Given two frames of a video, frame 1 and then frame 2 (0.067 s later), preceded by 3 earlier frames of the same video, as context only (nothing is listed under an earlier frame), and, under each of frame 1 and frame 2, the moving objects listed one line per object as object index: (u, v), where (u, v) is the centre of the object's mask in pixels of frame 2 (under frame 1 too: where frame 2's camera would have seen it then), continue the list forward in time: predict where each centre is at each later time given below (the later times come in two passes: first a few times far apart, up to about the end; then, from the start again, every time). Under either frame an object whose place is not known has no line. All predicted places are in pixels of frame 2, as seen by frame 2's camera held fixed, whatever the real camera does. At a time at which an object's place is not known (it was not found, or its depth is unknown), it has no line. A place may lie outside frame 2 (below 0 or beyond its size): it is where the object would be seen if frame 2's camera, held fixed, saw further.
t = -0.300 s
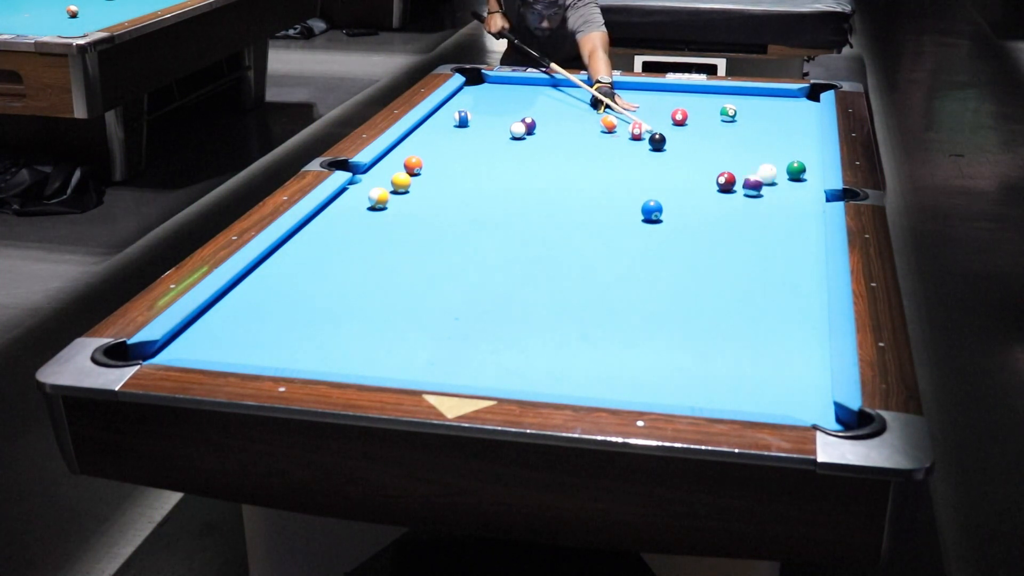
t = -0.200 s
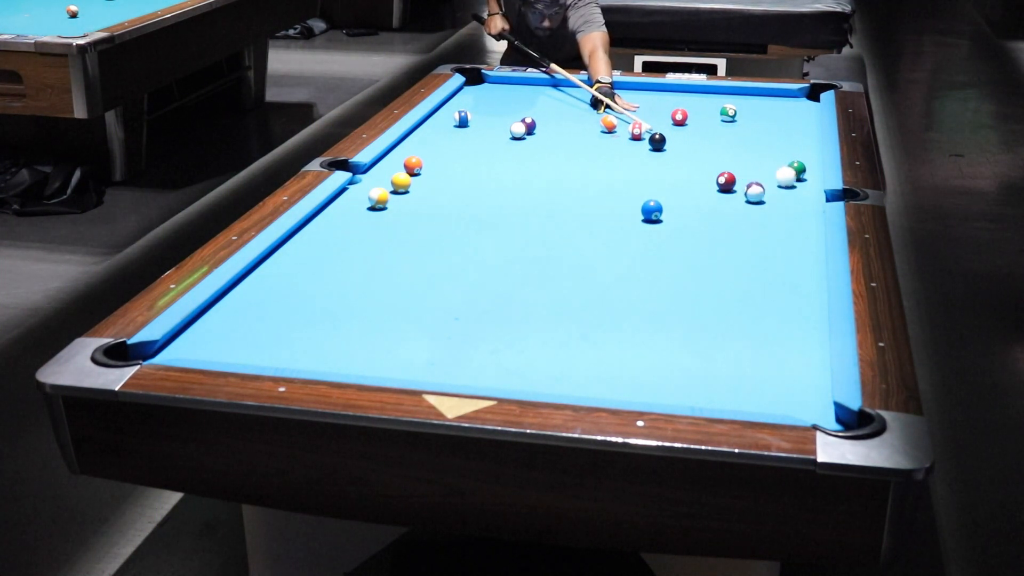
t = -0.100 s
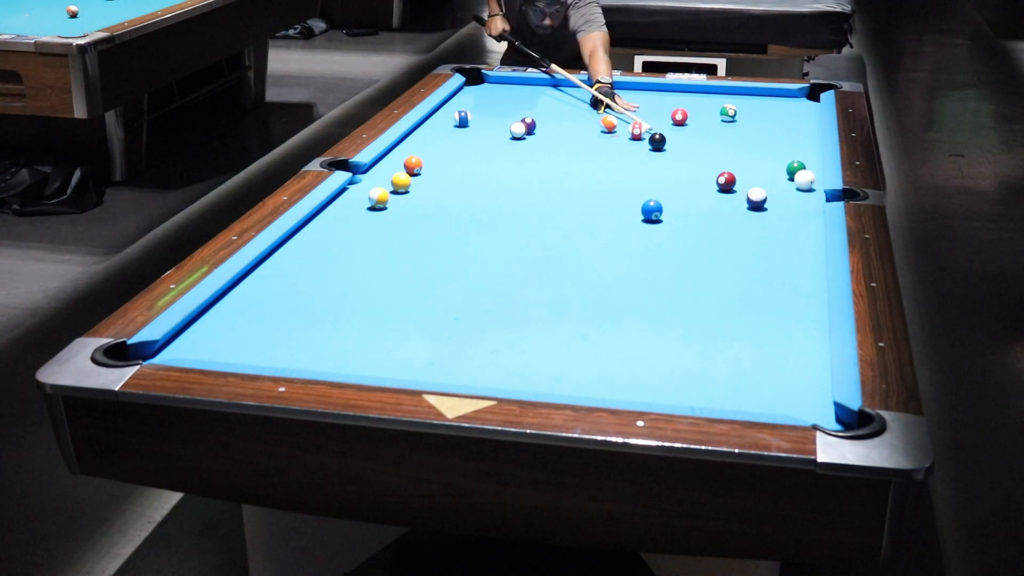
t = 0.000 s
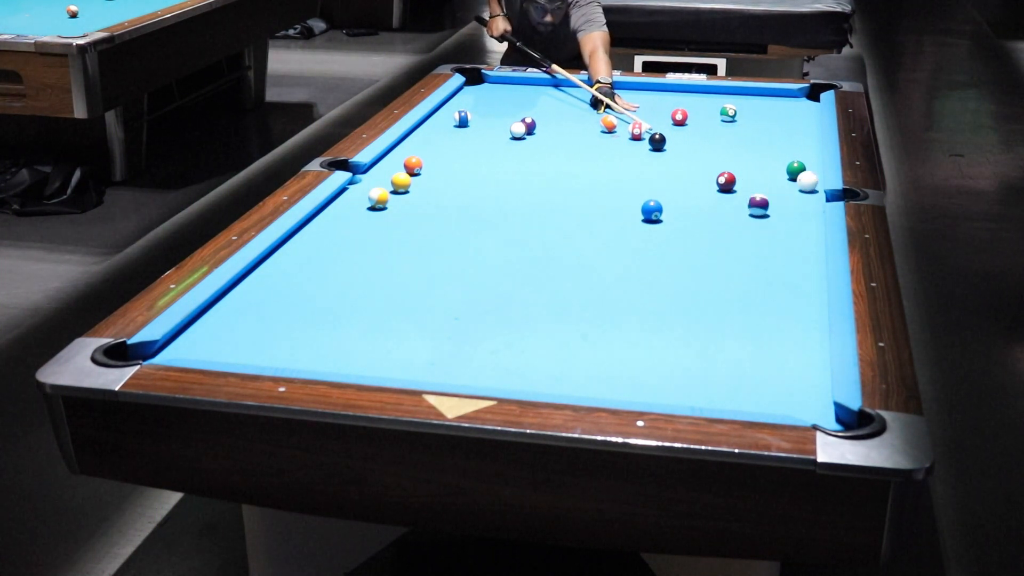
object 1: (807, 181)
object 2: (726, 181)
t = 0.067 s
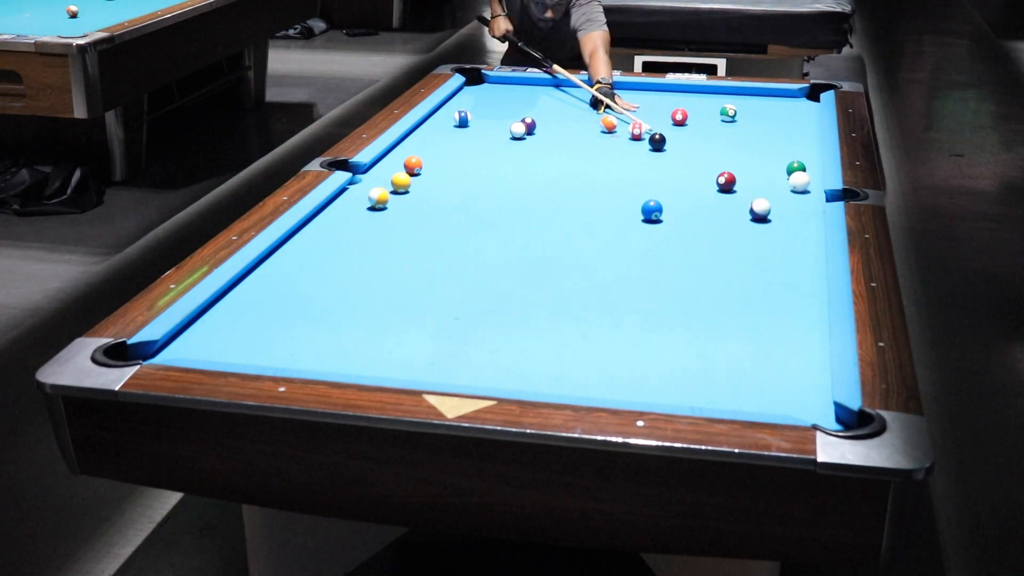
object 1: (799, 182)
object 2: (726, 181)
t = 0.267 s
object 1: (776, 182)
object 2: (726, 181)
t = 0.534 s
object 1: (747, 182)
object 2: (725, 181)
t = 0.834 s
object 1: (740, 184)
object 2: (706, 181)
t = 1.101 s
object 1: (736, 185)
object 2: (692, 180)
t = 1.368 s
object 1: (734, 186)
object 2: (680, 180)
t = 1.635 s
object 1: (734, 186)
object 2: (671, 179)
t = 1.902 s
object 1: (735, 186)
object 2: (663, 179)
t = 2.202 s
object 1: (735, 186)
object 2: (657, 178)
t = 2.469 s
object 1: (735, 186)
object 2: (654, 178)
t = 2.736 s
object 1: (735, 186)
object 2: (653, 178)
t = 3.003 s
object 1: (735, 186)
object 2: (653, 178)
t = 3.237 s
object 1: (735, 186)
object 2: (653, 178)
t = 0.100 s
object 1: (795, 182)
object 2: (726, 181)
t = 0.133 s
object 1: (791, 181)
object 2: (726, 181)
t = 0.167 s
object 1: (787, 182)
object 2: (726, 181)
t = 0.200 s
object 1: (783, 182)
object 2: (726, 181)
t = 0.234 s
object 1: (779, 182)
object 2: (726, 181)
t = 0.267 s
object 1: (776, 182)
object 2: (726, 181)
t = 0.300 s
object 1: (772, 182)
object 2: (726, 181)
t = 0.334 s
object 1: (768, 182)
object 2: (726, 181)
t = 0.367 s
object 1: (764, 182)
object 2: (726, 181)
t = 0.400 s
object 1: (761, 182)
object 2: (726, 181)
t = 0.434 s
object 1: (757, 182)
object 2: (726, 181)
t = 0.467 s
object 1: (753, 182)
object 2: (726, 181)
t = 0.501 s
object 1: (750, 182)
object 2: (726, 181)
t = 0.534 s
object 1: (747, 182)
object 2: (725, 181)
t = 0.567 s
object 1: (746, 182)
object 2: (722, 181)
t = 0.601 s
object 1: (745, 183)
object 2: (720, 181)
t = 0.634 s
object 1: (745, 183)
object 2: (718, 181)
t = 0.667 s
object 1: (744, 183)
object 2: (716, 181)
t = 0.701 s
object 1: (743, 183)
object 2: (714, 181)
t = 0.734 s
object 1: (742, 183)
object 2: (712, 181)
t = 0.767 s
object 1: (742, 184)
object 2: (710, 181)
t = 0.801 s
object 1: (741, 184)
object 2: (708, 181)
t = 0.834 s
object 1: (740, 184)
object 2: (706, 181)
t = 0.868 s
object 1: (740, 184)
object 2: (704, 180)
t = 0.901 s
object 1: (739, 184)
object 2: (703, 180)
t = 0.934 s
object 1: (739, 184)
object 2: (701, 180)
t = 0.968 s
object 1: (738, 185)
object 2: (699, 180)
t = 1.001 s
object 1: (738, 185)
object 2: (697, 180)
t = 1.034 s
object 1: (737, 185)
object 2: (695, 180)
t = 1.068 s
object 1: (737, 185)
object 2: (694, 180)
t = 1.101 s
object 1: (736, 185)
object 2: (692, 180)
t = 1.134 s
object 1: (736, 185)
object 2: (691, 180)
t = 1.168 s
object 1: (736, 185)
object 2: (689, 180)
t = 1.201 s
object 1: (735, 185)
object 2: (688, 180)
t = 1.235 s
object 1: (735, 186)
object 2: (686, 180)
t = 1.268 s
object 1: (735, 186)
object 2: (685, 180)
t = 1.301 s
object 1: (735, 186)
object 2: (683, 180)
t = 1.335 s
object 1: (734, 186)
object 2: (682, 180)
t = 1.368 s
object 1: (734, 186)
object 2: (680, 180)
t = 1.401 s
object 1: (734, 186)
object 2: (679, 179)
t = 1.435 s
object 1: (734, 186)
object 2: (678, 179)
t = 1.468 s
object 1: (734, 186)
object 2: (677, 179)
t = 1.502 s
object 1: (734, 186)
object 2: (675, 179)
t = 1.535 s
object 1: (734, 186)
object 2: (674, 179)
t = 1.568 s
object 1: (734, 186)
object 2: (673, 179)
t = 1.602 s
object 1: (734, 186)
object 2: (672, 179)
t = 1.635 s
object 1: (734, 186)
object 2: (671, 179)
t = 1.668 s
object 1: (734, 186)
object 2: (670, 179)
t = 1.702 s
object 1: (734, 186)
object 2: (669, 179)
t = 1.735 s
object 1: (734, 186)
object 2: (668, 179)
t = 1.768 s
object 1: (735, 186)
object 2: (667, 179)
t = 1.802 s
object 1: (735, 186)
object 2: (666, 179)
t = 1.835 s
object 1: (735, 186)
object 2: (665, 179)
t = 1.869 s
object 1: (735, 186)
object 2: (664, 179)
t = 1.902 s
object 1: (735, 186)
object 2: (663, 179)
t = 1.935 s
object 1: (735, 186)
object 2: (662, 179)
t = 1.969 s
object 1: (735, 186)
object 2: (662, 178)
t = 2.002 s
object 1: (735, 186)
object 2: (661, 178)
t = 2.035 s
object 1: (735, 186)
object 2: (660, 178)
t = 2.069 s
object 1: (735, 186)
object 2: (660, 178)
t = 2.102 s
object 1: (735, 186)
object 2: (659, 178)
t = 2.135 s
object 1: (735, 186)
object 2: (658, 178)
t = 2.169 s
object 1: (735, 186)
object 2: (658, 178)
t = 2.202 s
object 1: (735, 186)
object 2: (657, 178)
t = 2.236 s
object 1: (735, 186)
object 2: (657, 178)
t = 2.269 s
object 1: (735, 186)
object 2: (656, 178)
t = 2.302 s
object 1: (735, 186)
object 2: (656, 178)
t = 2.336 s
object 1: (735, 186)
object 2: (656, 178)
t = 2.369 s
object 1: (735, 186)
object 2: (655, 178)
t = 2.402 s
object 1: (735, 186)
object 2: (655, 178)
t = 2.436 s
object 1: (735, 186)
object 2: (654, 178)
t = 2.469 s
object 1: (735, 186)
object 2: (654, 178)
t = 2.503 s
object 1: (735, 186)
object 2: (654, 178)
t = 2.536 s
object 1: (735, 186)
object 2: (654, 178)
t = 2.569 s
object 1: (735, 186)
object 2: (653, 178)
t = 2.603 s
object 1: (735, 186)
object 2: (653, 178)
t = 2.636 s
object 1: (735, 186)
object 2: (653, 178)
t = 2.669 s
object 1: (735, 186)
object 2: (653, 178)
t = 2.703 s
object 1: (735, 186)
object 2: (653, 178)
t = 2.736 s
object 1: (735, 186)
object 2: (653, 178)
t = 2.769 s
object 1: (735, 186)
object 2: (652, 178)
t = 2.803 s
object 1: (735, 186)
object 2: (653, 178)
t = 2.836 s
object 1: (735, 186)
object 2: (653, 178)
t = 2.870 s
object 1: (735, 186)
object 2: (653, 178)
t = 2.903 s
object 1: (735, 186)
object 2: (653, 178)
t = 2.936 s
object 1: (735, 186)
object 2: (653, 178)
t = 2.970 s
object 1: (735, 186)
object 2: (653, 178)
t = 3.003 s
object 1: (735, 186)
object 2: (653, 178)
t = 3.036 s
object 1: (735, 186)
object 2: (653, 178)
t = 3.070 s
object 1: (735, 186)
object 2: (653, 178)
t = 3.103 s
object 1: (735, 186)
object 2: (653, 178)
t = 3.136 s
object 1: (735, 186)
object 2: (653, 178)
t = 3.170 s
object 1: (735, 186)
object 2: (653, 178)
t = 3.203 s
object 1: (735, 186)
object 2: (653, 178)
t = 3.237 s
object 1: (735, 186)
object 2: (653, 178)
